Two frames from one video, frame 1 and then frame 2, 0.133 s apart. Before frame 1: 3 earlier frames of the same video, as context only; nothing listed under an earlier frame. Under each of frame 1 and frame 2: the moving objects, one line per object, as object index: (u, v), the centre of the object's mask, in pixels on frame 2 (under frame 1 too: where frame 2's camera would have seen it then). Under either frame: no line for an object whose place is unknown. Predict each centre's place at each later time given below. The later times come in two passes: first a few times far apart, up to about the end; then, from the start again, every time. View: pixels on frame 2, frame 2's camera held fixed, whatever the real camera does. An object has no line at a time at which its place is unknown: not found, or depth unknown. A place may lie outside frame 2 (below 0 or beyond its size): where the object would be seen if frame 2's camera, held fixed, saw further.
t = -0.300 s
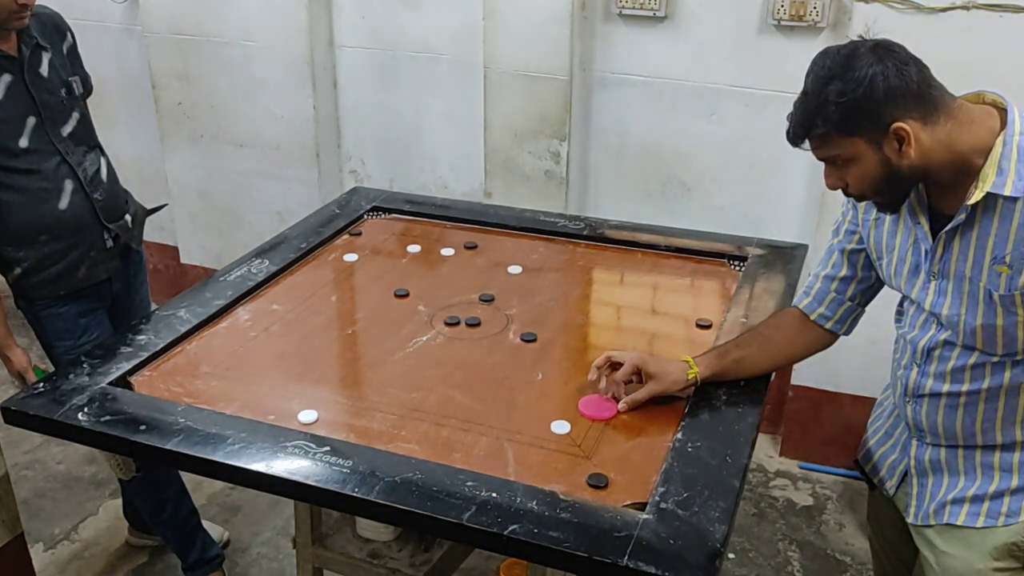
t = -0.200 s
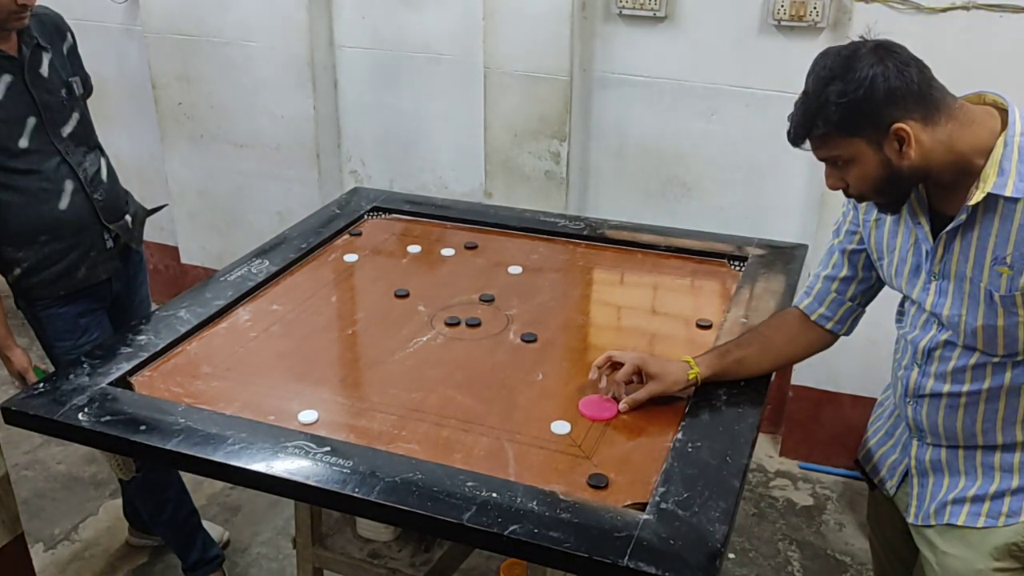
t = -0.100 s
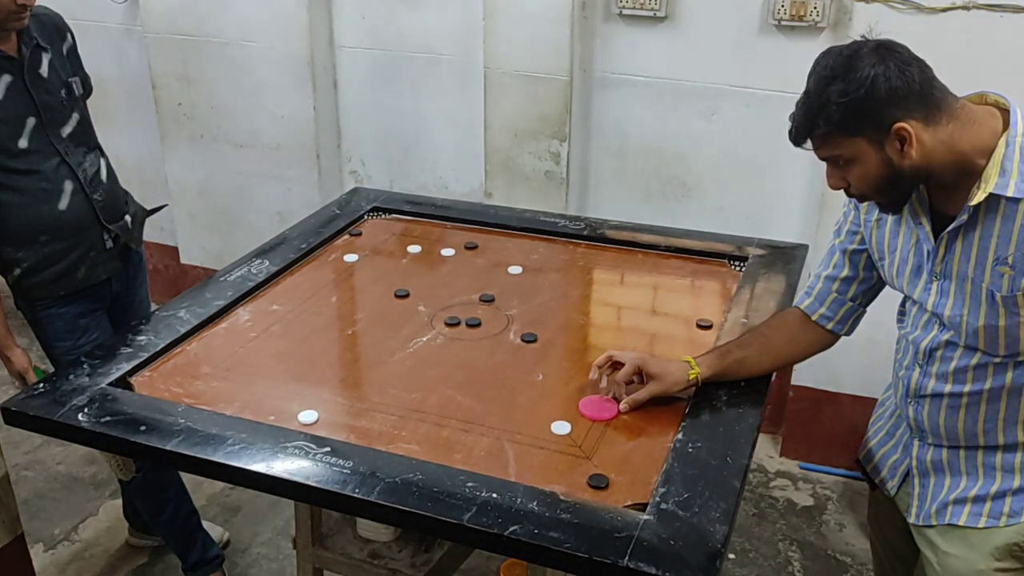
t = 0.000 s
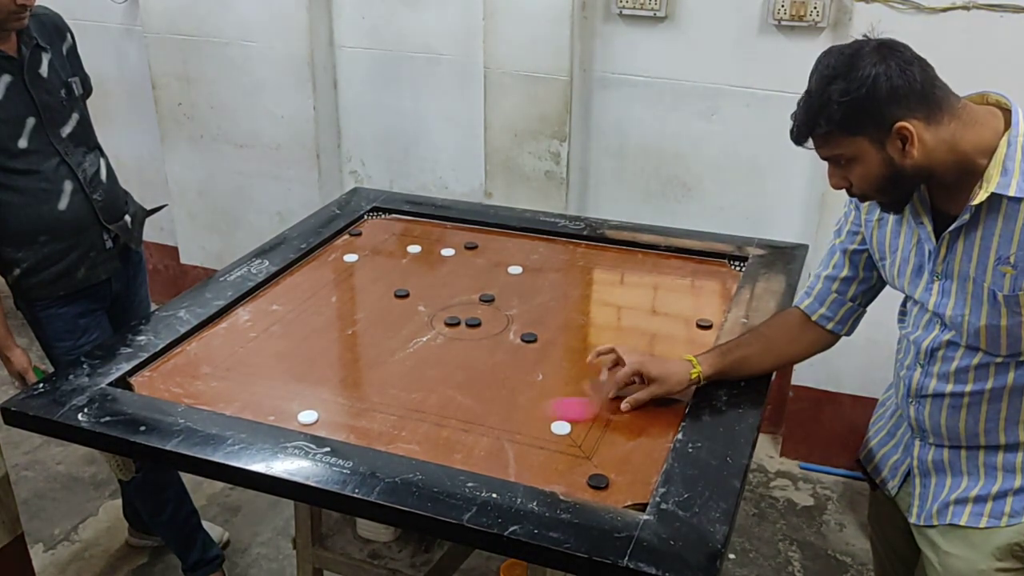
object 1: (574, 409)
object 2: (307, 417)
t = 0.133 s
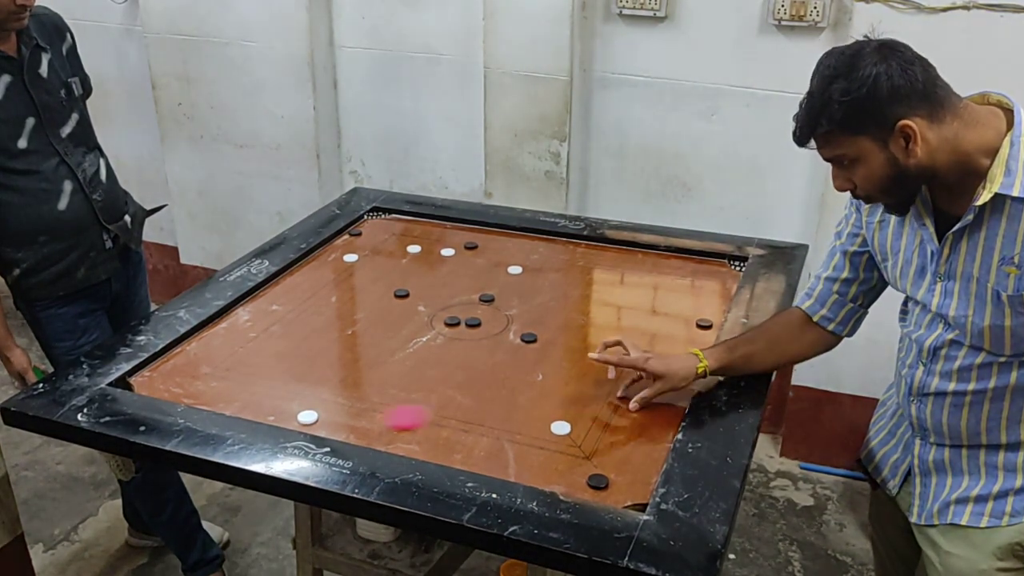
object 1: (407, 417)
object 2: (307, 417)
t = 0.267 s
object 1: (286, 417)
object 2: (187, 399)
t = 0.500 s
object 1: (274, 368)
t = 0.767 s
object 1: (313, 334)
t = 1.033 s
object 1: (336, 315)
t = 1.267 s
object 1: (344, 308)
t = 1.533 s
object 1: (345, 306)
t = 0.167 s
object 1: (364, 419)
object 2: (307, 417)
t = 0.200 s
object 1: (329, 422)
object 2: (290, 415)
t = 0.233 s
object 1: (303, 422)
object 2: (236, 410)
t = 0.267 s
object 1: (286, 417)
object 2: (187, 399)
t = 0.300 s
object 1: (275, 409)
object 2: (151, 386)
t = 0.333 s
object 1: (264, 401)
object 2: (157, 380)
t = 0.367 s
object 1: (253, 392)
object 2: (198, 385)
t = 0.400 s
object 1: (253, 385)
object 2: (196, 389)
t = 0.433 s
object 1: (260, 379)
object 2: (151, 390)
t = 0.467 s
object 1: (266, 373)
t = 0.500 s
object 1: (274, 368)
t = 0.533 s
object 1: (280, 362)
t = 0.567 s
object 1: (286, 357)
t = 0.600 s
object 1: (291, 353)
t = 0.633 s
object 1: (296, 349)
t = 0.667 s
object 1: (300, 345)
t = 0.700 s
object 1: (305, 341)
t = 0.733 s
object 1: (310, 337)
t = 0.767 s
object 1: (313, 334)
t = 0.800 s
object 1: (317, 331)
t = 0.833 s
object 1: (321, 328)
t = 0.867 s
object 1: (324, 325)
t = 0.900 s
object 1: (327, 323)
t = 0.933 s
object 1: (329, 320)
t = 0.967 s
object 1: (331, 318)
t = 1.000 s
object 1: (334, 317)
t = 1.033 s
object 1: (336, 315)
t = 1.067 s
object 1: (338, 313)
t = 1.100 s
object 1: (339, 312)
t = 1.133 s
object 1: (340, 311)
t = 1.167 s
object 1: (342, 310)
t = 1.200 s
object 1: (343, 309)
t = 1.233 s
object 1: (343, 308)
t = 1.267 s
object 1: (344, 308)
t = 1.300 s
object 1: (344, 307)
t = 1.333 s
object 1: (345, 307)
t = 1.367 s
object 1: (345, 306)
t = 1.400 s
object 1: (345, 306)
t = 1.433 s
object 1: (345, 306)
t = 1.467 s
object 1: (345, 306)
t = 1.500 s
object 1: (345, 306)
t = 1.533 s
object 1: (345, 306)
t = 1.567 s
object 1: (345, 306)
